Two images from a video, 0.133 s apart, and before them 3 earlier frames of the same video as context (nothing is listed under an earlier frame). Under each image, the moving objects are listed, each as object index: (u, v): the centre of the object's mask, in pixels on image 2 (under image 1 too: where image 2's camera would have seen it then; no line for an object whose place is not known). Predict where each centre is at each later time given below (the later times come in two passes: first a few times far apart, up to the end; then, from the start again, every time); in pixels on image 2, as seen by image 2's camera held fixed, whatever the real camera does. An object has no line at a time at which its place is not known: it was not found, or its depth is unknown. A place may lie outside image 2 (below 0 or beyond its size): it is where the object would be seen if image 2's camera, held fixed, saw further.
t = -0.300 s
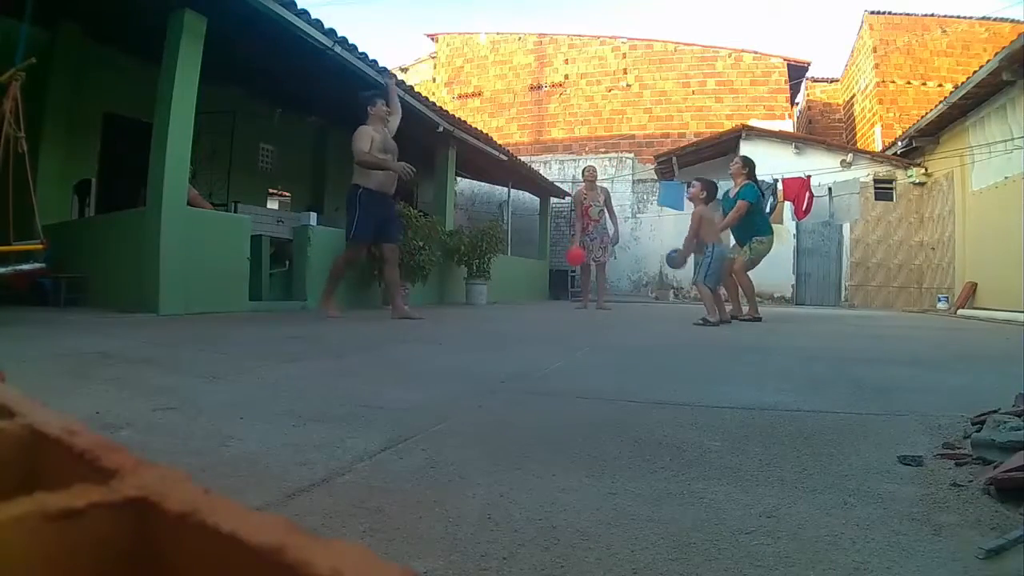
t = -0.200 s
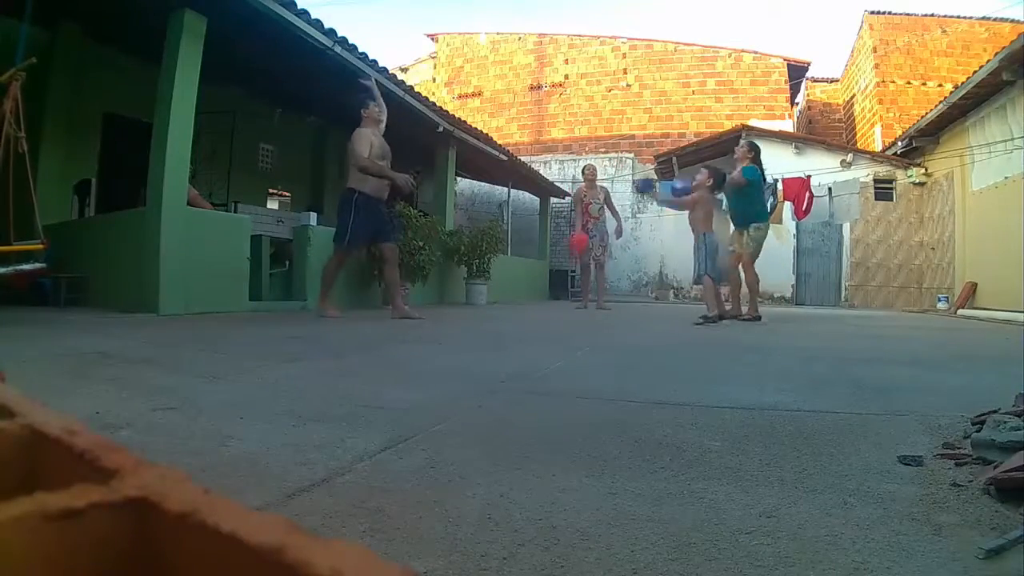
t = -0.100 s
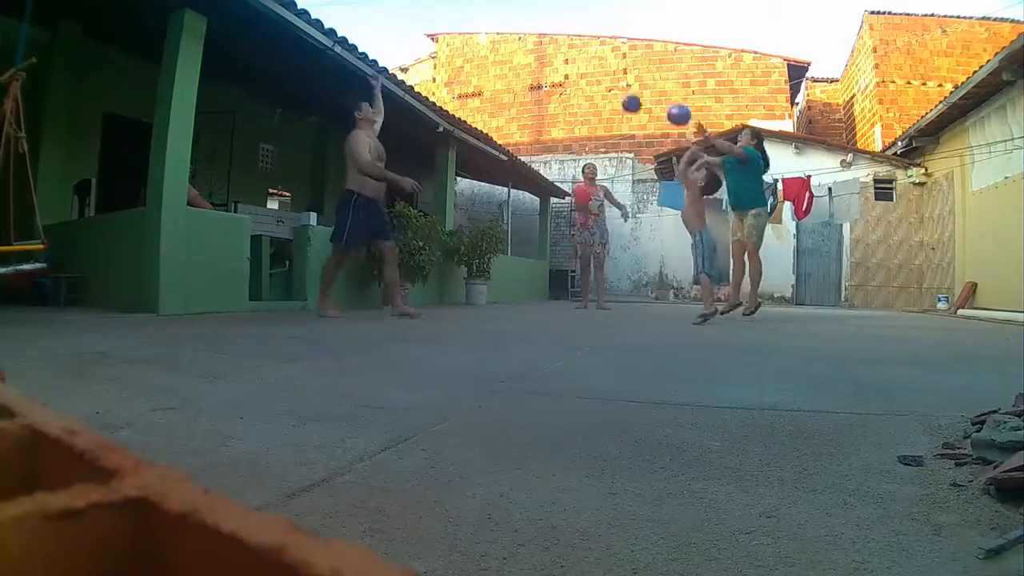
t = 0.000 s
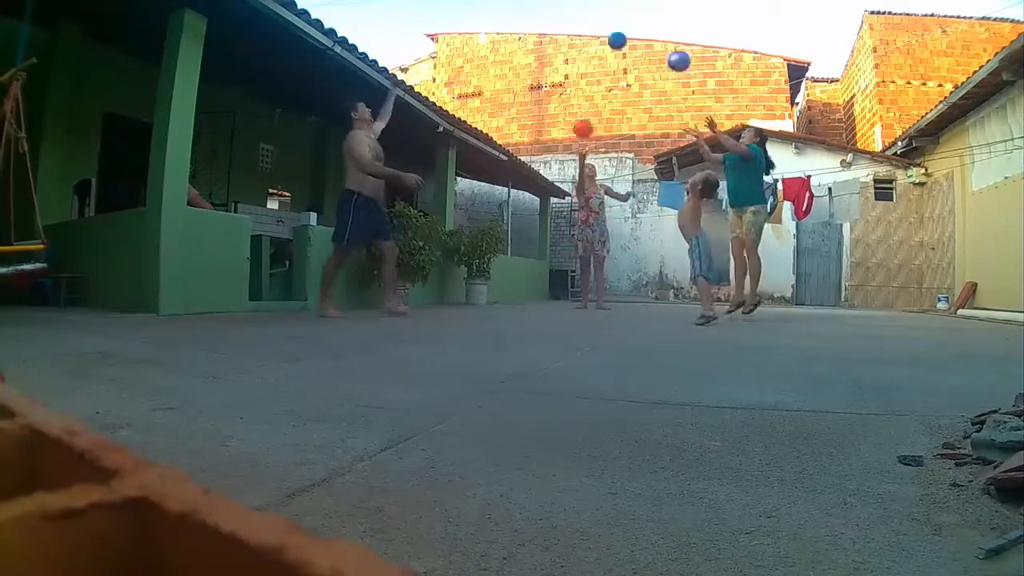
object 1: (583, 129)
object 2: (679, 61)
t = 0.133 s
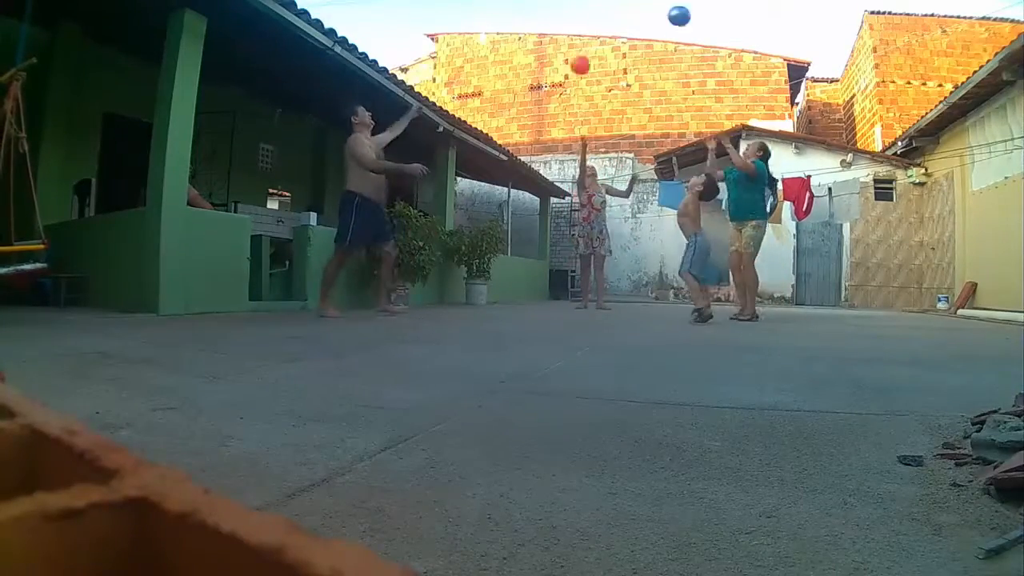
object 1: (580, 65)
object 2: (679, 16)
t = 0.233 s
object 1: (577, 32)
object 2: (679, 3)
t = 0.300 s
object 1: (575, 17)
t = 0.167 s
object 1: (579, 53)
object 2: (679, 9)
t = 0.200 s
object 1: (578, 42)
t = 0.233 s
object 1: (577, 32)
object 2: (679, 3)
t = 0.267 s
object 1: (576, 24)
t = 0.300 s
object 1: (575, 17)
